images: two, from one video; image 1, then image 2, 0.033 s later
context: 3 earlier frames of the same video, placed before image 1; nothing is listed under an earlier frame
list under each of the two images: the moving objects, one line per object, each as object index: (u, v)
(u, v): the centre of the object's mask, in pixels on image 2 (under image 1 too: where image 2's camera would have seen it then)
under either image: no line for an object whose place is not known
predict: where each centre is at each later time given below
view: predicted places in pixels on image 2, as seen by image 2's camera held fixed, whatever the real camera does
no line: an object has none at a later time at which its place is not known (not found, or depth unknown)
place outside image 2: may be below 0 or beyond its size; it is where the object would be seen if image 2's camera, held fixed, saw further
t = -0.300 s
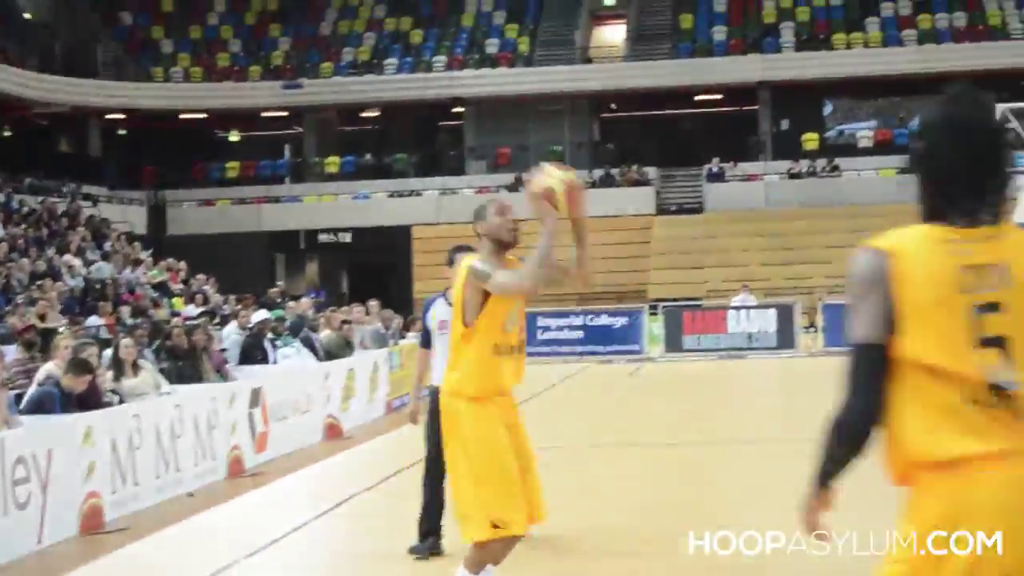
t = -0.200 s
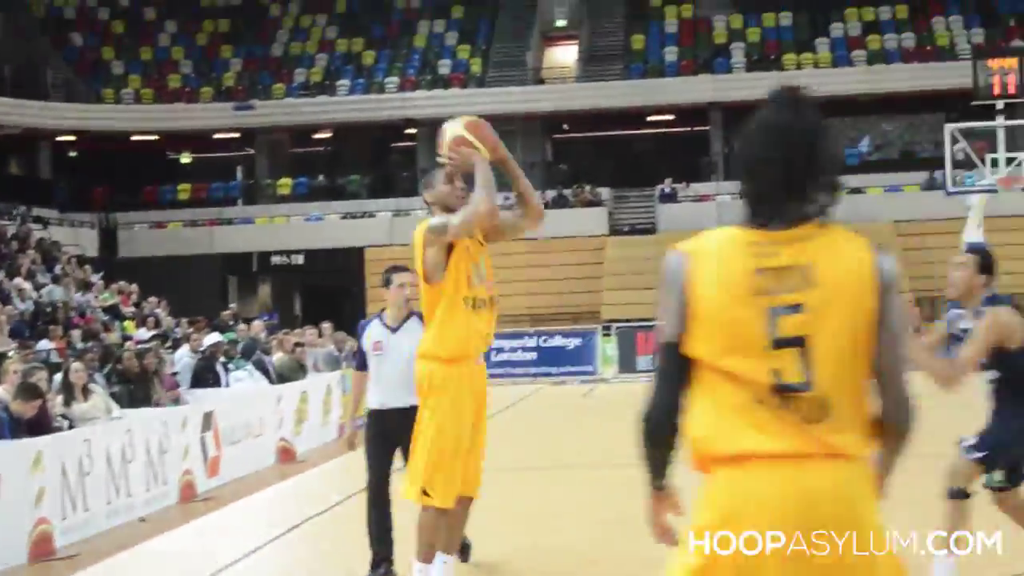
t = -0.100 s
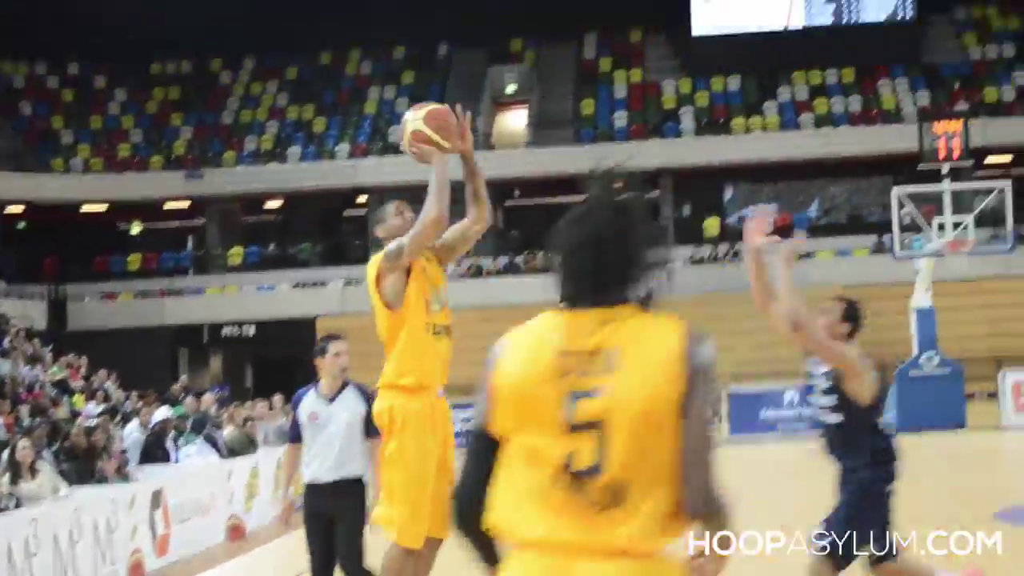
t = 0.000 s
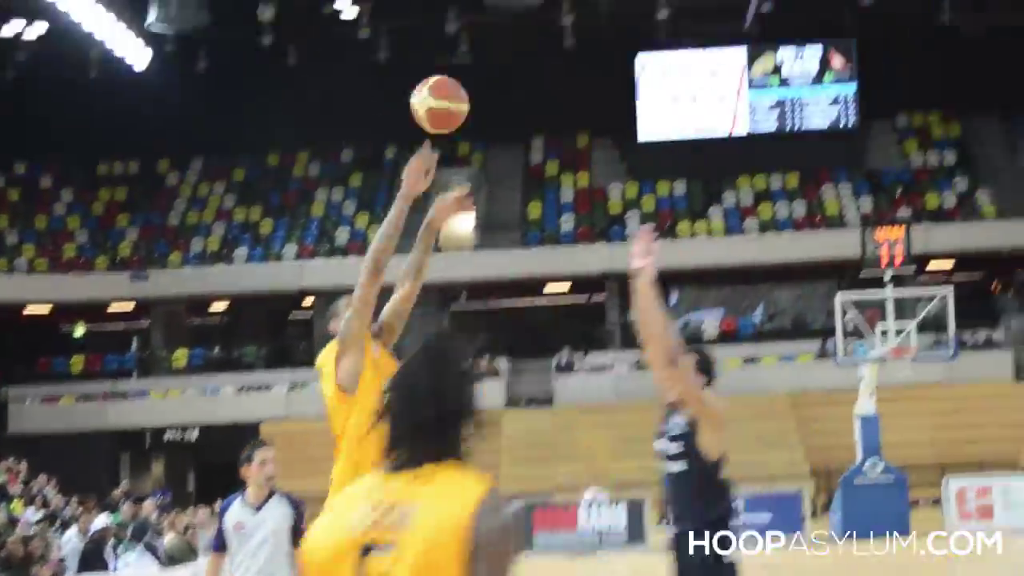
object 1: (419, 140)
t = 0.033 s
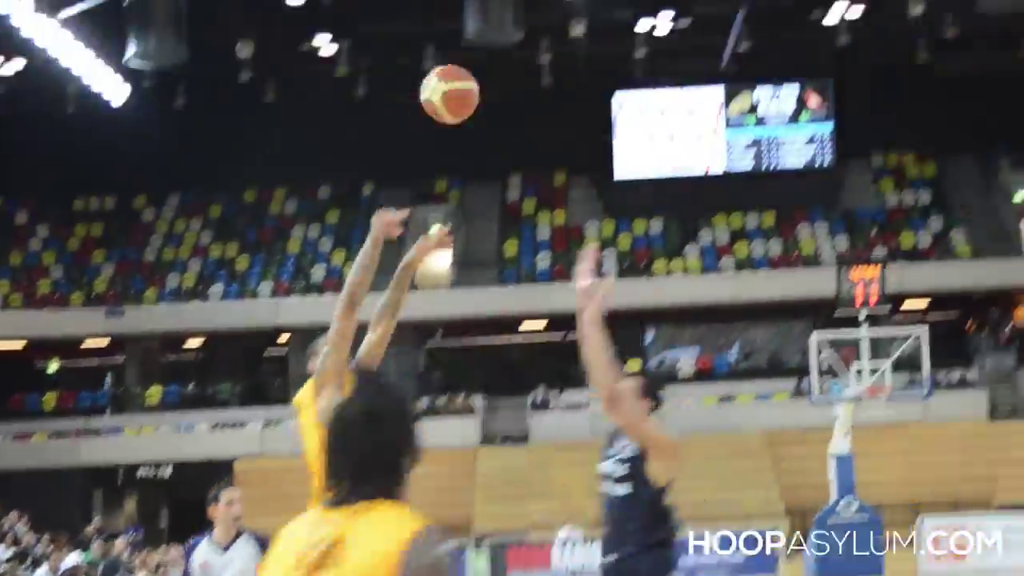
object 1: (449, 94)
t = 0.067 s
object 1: (481, 47)
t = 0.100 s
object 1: (516, 1)
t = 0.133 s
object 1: (551, -43)
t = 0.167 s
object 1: (587, -87)
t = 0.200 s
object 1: (625, -131)
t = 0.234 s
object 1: (664, -175)
